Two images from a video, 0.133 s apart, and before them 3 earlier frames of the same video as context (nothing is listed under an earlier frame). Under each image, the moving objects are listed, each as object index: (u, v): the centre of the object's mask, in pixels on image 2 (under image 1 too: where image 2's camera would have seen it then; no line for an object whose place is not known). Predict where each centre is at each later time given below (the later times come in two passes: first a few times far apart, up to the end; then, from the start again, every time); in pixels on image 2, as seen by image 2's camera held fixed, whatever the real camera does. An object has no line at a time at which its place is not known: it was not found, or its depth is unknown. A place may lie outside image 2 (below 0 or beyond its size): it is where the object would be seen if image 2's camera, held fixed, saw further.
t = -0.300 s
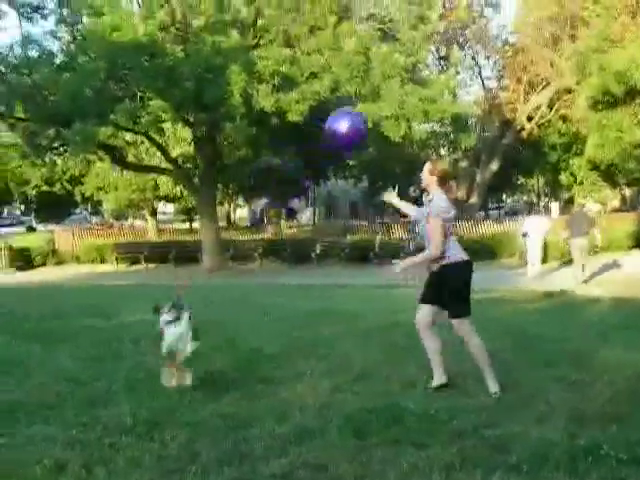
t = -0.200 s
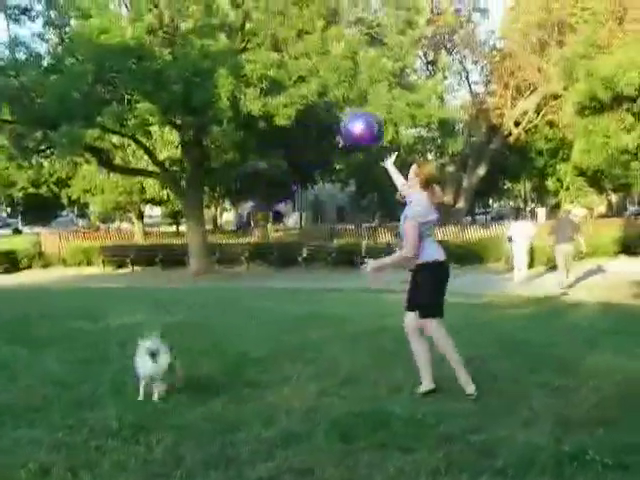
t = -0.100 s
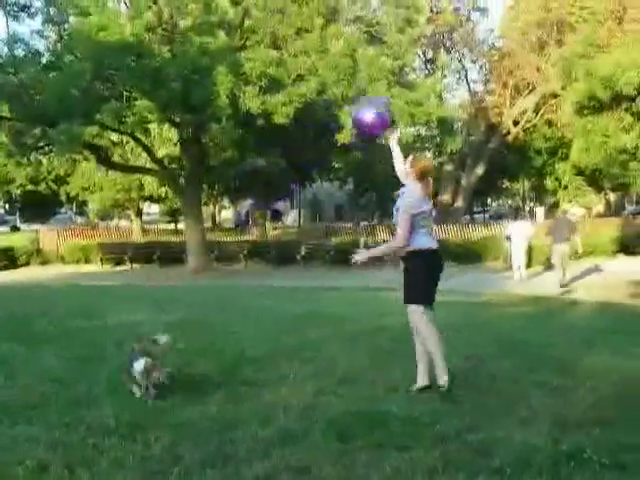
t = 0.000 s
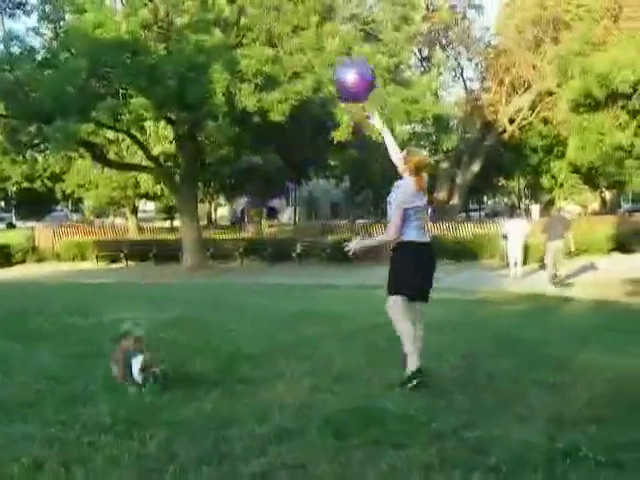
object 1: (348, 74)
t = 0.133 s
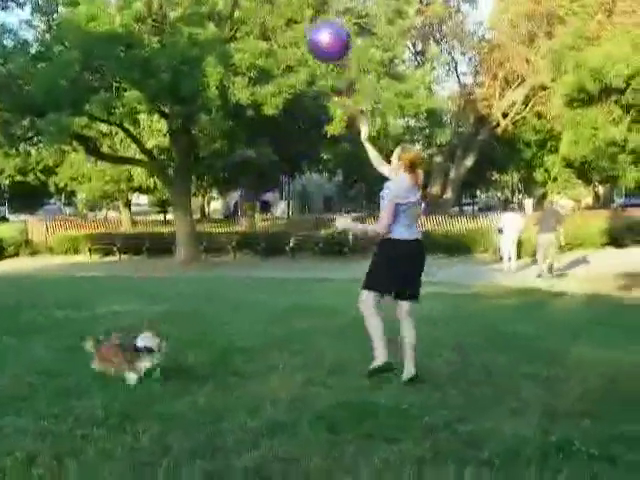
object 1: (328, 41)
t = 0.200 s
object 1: (318, 30)
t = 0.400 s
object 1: (288, 31)
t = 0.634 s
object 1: (256, 84)
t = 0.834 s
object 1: (233, 174)
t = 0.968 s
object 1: (225, 252)
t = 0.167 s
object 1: (324, 36)
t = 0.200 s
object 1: (318, 30)
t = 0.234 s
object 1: (314, 28)
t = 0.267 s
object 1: (309, 27)
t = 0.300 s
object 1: (304, 27)
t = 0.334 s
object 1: (299, 27)
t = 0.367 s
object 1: (293, 28)
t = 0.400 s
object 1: (288, 31)
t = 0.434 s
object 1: (283, 36)
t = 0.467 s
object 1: (279, 40)
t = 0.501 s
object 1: (275, 47)
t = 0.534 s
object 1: (269, 57)
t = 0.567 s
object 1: (265, 64)
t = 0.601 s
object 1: (260, 73)
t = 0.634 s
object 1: (256, 84)
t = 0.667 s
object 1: (251, 97)
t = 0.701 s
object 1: (247, 109)
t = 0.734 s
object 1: (243, 125)
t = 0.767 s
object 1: (240, 140)
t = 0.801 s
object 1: (237, 156)
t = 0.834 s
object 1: (233, 174)
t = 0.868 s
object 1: (230, 193)
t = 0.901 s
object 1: (228, 212)
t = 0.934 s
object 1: (224, 232)
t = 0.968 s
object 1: (225, 252)
